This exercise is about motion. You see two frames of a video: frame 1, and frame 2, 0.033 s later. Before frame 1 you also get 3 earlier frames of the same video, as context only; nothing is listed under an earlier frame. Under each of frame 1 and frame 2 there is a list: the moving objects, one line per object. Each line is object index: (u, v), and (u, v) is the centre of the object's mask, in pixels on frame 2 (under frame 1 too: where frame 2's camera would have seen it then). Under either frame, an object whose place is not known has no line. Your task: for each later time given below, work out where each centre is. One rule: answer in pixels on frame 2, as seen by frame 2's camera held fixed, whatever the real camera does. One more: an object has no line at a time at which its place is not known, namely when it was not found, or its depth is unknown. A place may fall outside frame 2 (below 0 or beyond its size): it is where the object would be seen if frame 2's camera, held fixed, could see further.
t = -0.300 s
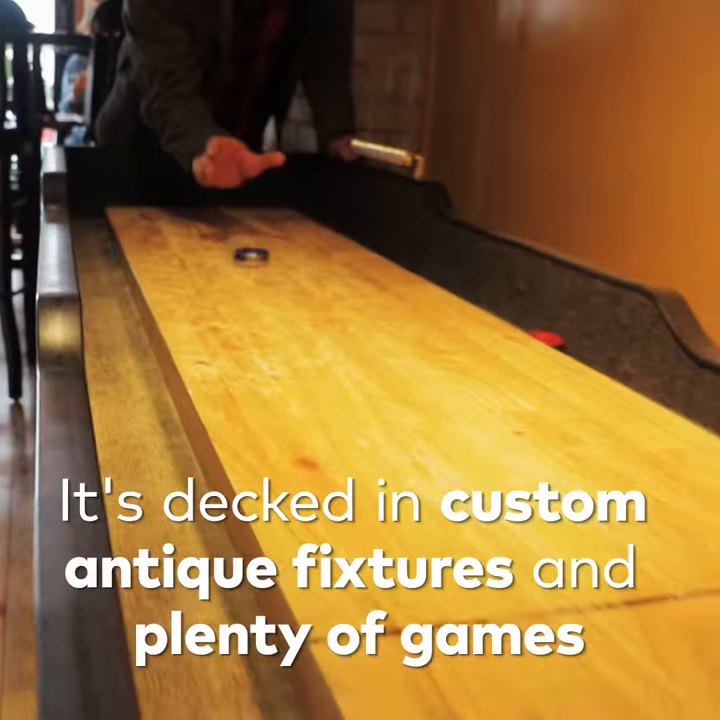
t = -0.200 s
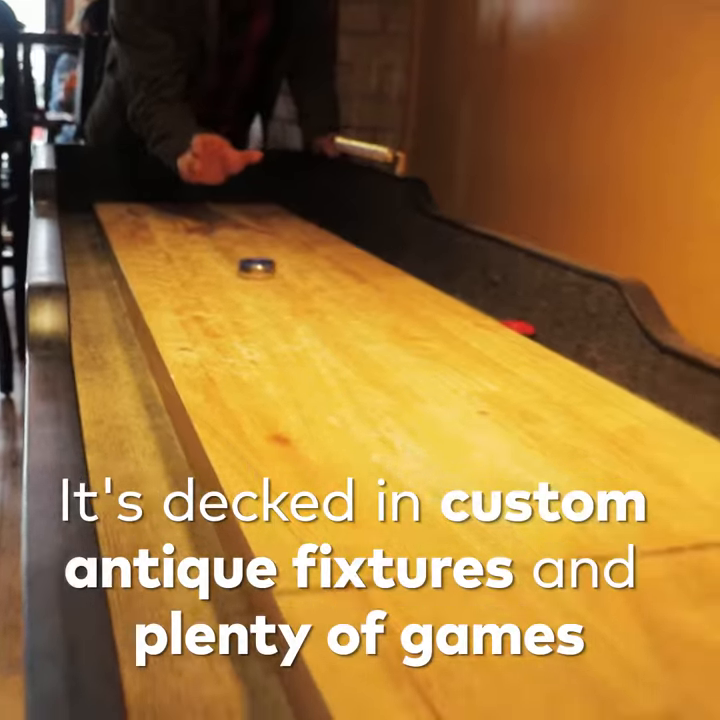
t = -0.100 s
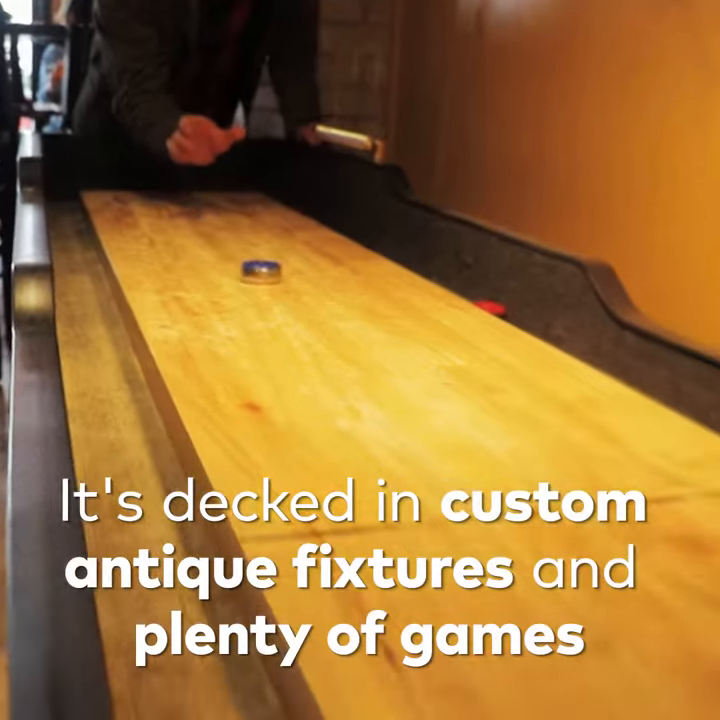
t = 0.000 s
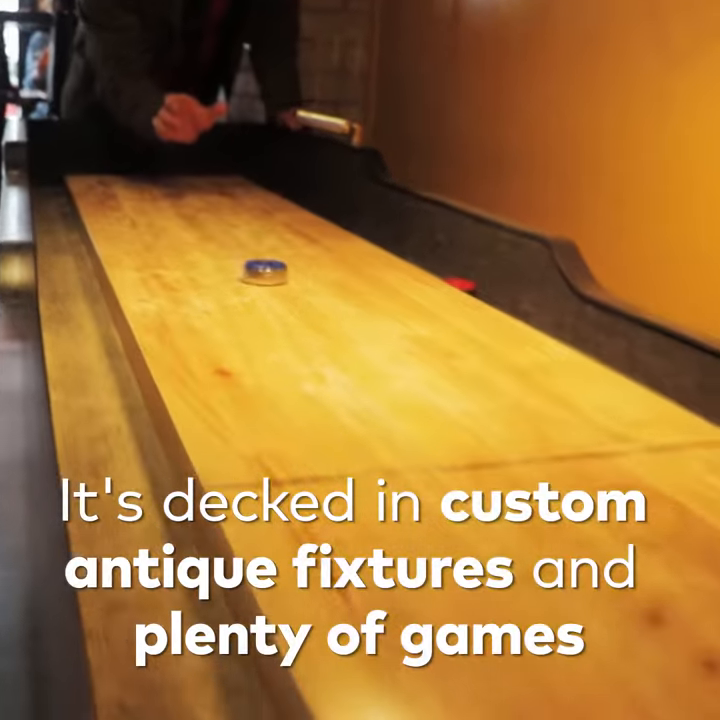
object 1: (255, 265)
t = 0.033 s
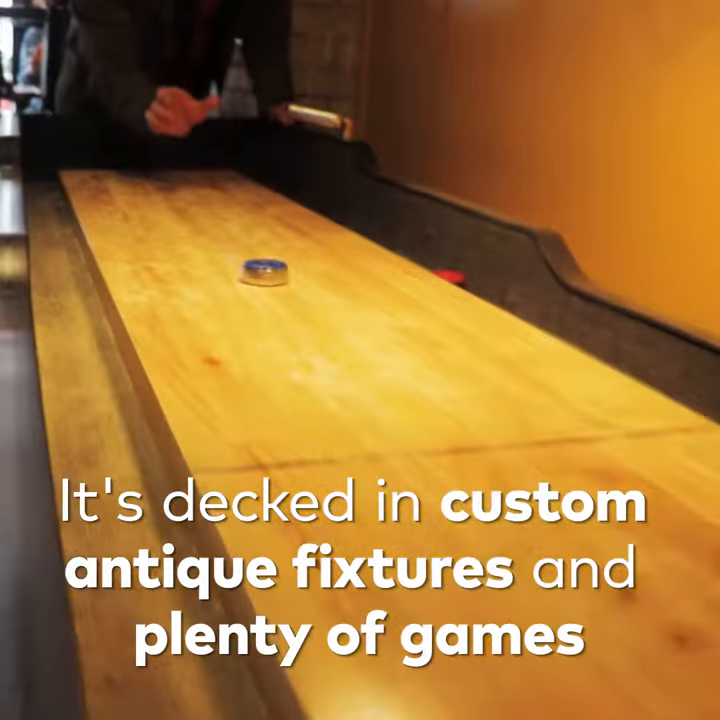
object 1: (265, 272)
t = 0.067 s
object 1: (275, 281)
